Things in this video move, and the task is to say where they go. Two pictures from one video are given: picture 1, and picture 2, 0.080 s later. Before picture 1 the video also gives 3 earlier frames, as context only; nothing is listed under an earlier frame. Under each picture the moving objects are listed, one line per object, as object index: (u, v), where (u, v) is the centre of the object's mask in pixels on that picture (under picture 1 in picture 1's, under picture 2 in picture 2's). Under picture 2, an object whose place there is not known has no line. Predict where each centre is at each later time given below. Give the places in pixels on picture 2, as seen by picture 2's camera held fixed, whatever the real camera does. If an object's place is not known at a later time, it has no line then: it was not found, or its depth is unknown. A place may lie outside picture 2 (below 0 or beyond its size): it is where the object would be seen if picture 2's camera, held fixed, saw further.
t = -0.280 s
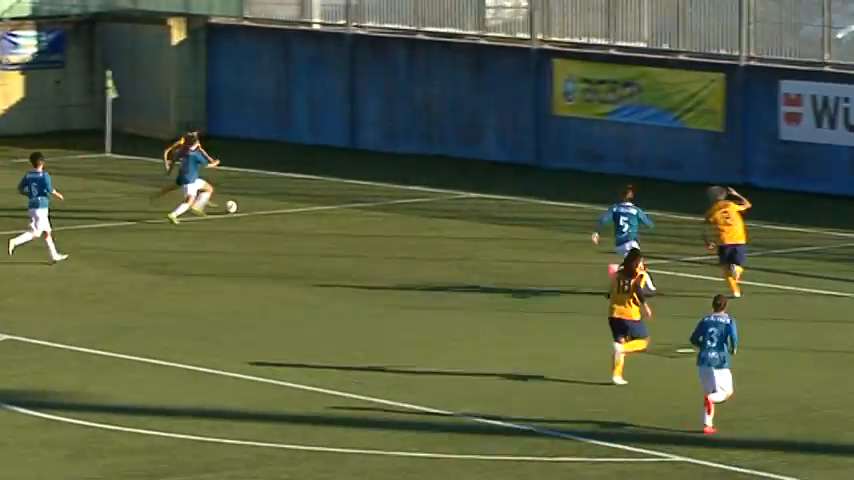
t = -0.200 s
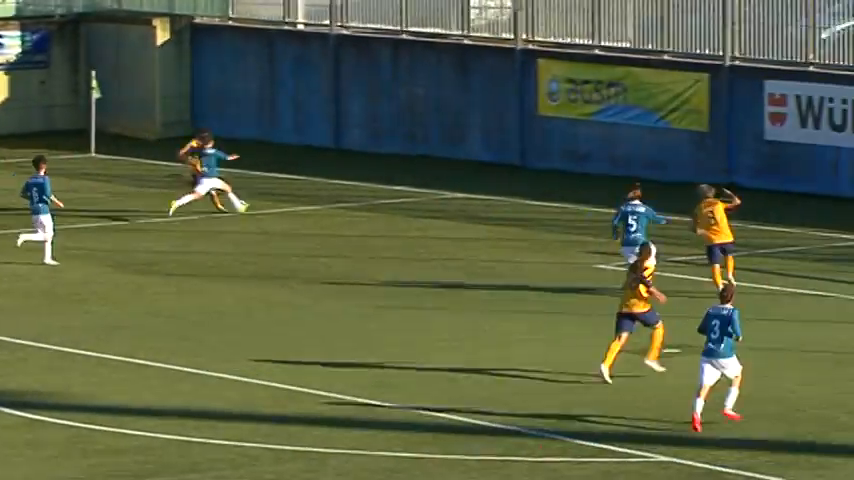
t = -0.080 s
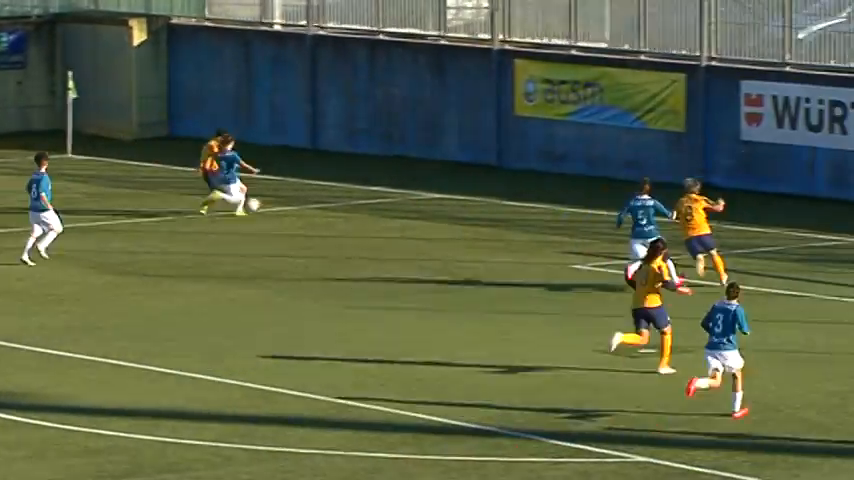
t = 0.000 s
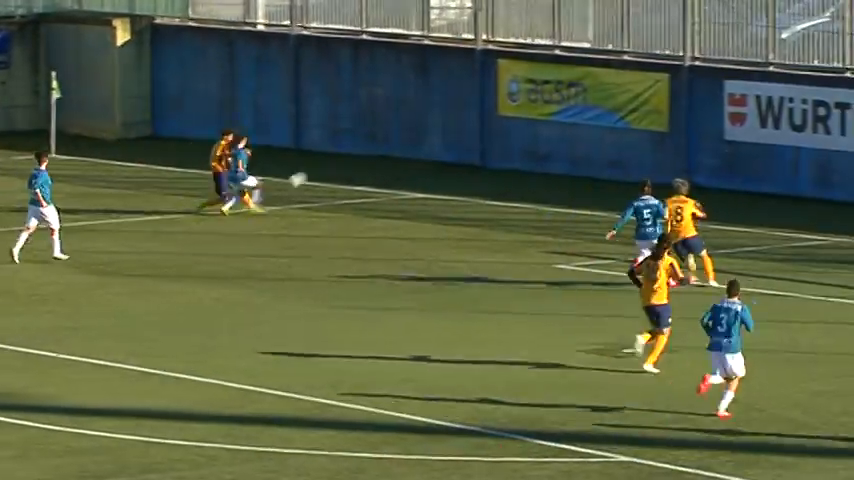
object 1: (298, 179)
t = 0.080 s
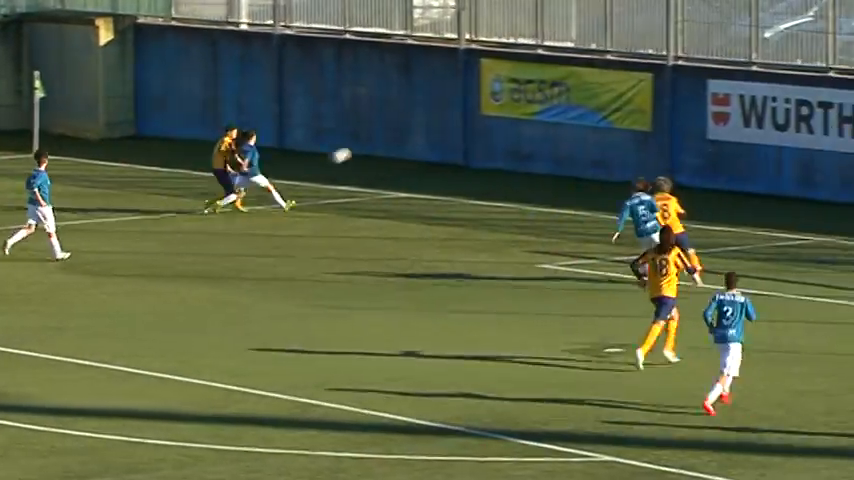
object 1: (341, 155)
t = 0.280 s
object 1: (494, 104)
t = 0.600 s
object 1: (728, 53)
